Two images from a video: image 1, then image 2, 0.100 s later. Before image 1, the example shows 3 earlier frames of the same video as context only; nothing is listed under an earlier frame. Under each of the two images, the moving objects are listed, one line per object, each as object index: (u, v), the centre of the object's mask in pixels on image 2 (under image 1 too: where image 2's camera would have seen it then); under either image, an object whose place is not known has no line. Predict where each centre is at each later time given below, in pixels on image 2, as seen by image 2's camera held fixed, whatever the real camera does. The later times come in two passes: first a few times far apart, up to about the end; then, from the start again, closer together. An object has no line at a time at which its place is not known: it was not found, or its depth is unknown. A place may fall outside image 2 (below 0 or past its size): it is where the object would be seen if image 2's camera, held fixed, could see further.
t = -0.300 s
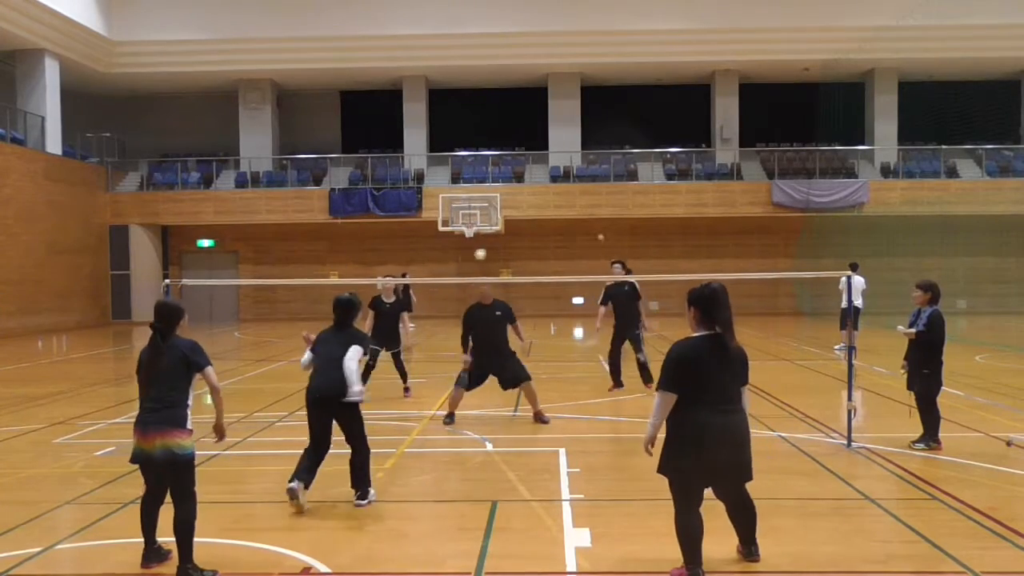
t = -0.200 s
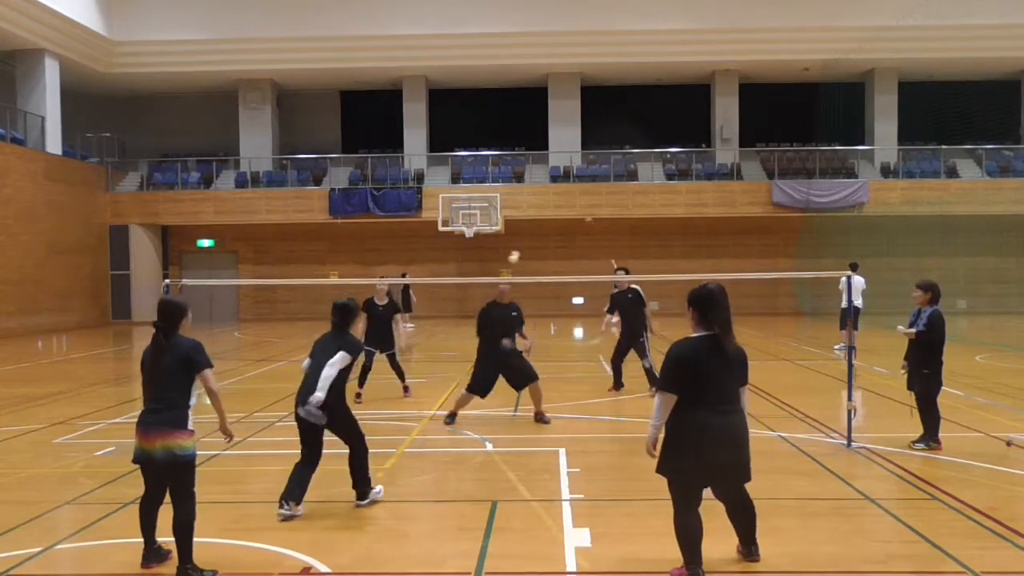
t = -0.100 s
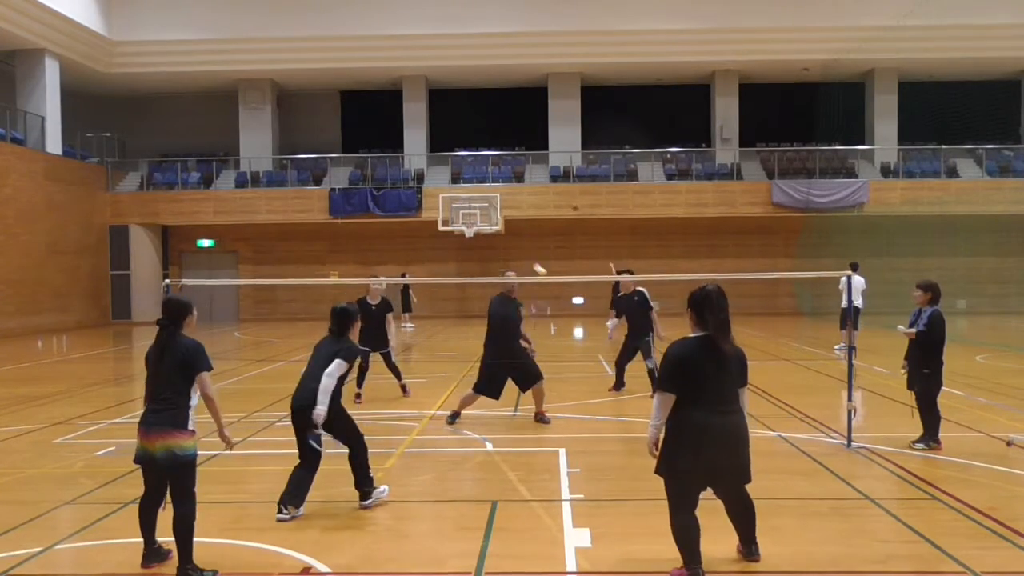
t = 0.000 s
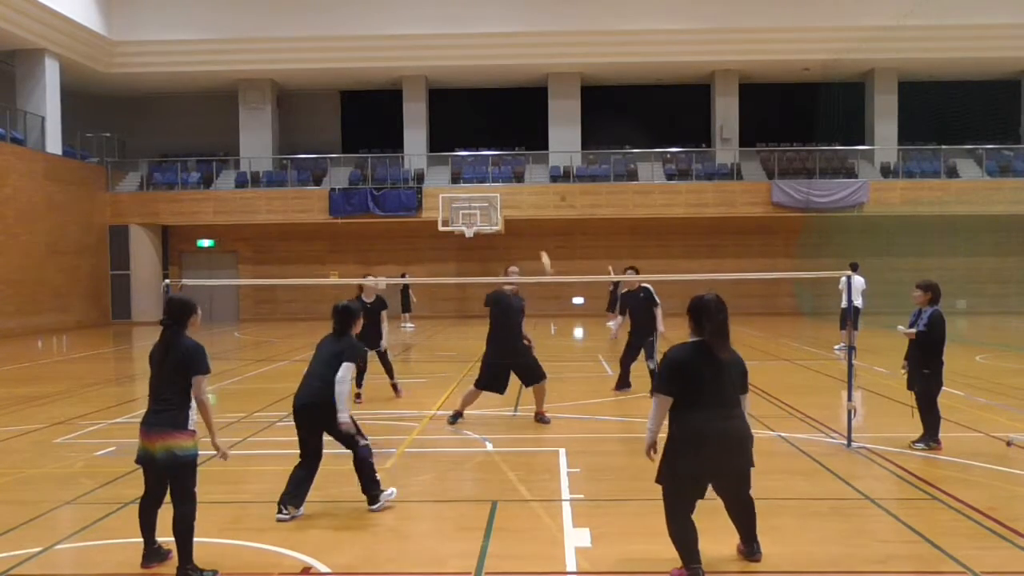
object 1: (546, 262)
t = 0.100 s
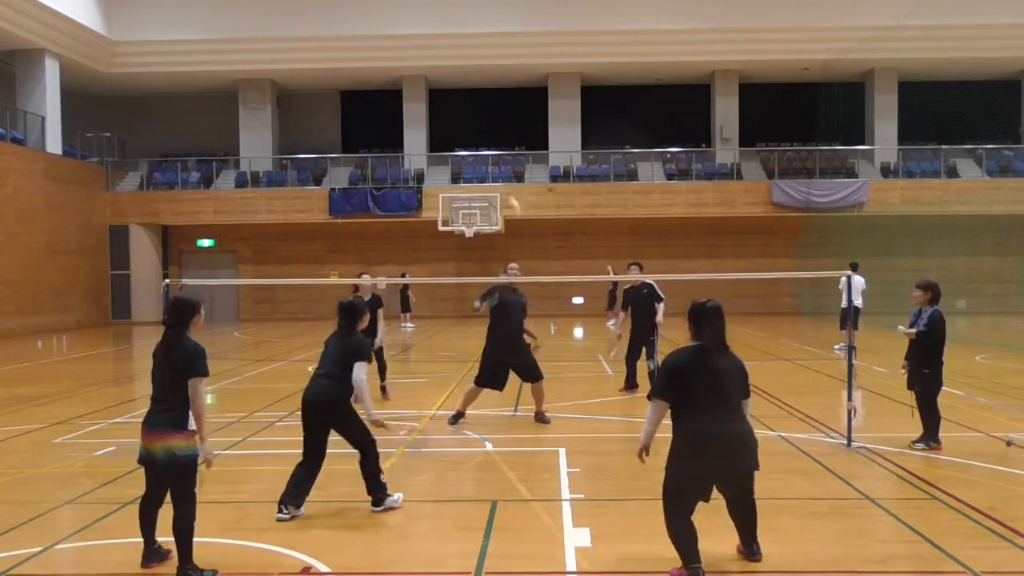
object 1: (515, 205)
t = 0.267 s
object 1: (463, 144)
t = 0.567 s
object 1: (372, 127)
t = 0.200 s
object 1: (482, 164)
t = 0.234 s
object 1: (472, 153)
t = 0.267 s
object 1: (463, 144)
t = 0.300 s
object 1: (453, 136)
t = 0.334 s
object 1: (443, 129)
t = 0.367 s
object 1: (433, 125)
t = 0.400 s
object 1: (423, 122)
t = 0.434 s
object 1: (413, 120)
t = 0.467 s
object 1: (402, 120)
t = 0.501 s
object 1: (392, 121)
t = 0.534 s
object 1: (382, 123)
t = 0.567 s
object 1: (372, 127)
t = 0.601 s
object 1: (363, 132)
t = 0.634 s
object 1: (353, 140)
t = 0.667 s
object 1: (345, 147)
